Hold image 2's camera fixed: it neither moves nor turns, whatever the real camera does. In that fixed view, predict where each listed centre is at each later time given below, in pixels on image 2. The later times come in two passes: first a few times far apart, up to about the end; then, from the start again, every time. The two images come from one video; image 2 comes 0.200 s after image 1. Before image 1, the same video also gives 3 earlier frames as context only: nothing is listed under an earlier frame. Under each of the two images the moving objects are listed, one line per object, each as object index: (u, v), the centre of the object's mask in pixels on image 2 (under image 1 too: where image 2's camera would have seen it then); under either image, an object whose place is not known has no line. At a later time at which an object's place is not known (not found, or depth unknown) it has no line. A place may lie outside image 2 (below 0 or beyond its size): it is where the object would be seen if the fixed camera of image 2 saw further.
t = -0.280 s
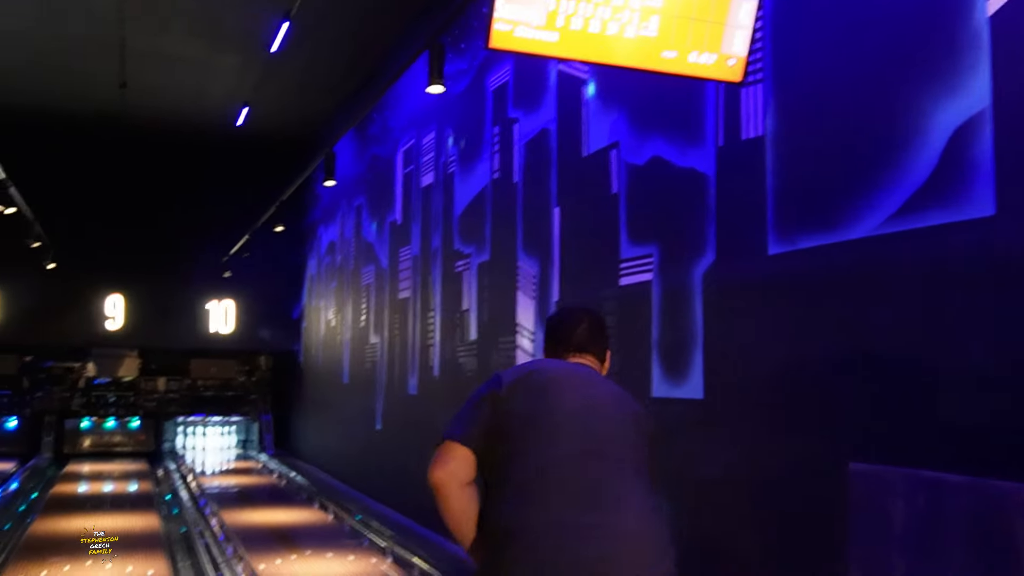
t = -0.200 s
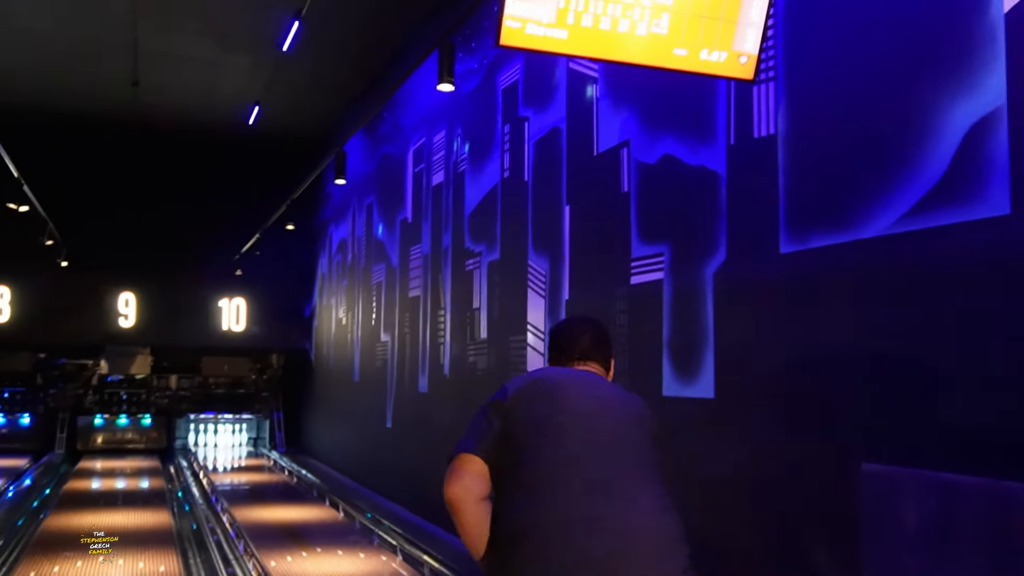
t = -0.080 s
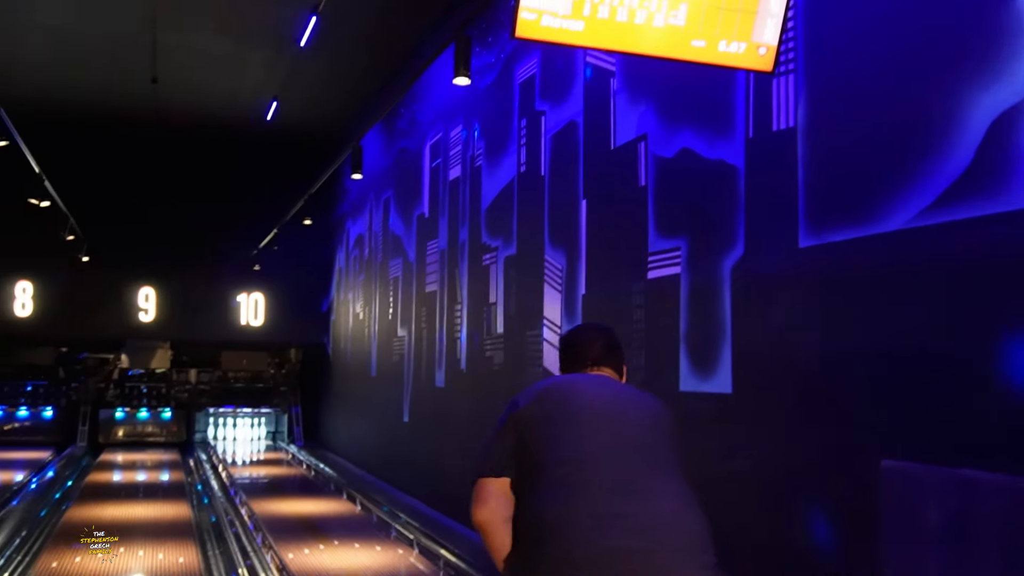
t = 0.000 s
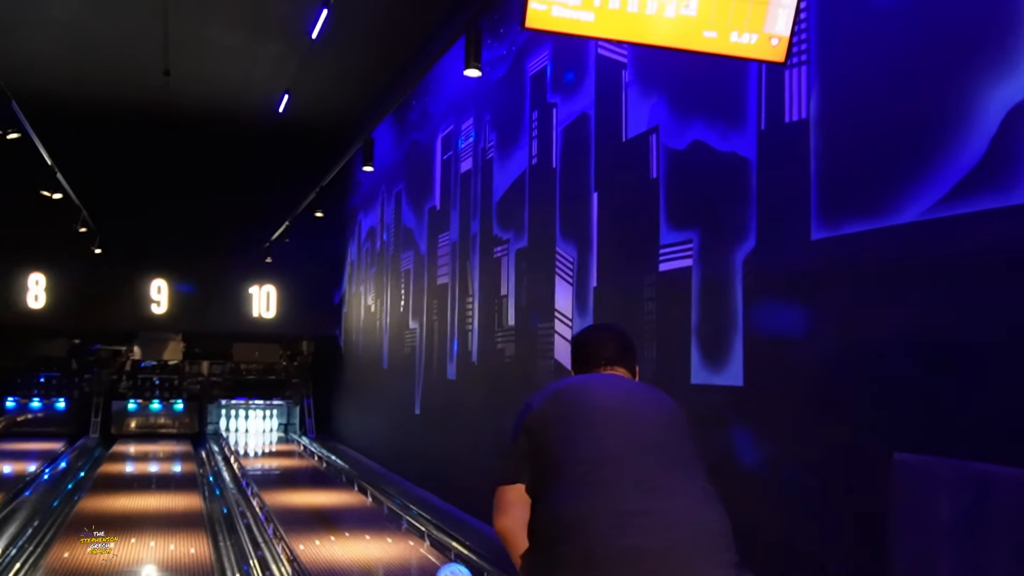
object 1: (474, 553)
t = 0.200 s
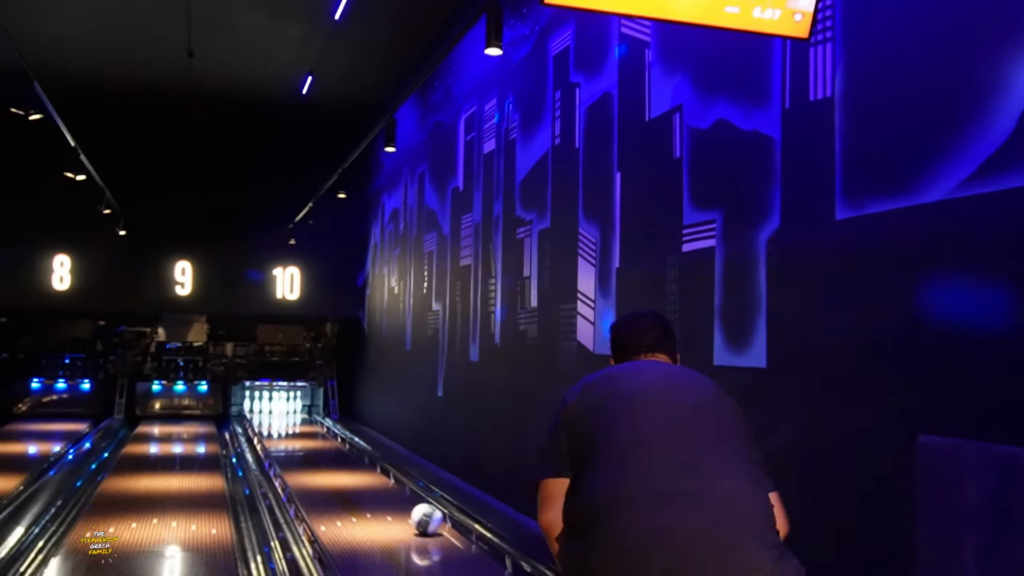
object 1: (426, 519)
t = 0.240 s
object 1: (419, 512)
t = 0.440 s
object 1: (387, 485)
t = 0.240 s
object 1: (419, 512)
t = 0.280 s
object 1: (413, 506)
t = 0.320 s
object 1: (406, 500)
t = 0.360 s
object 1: (401, 495)
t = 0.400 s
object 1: (394, 489)
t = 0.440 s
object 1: (387, 485)
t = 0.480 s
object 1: (383, 479)
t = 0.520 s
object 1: (379, 475)
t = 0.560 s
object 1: (374, 471)
